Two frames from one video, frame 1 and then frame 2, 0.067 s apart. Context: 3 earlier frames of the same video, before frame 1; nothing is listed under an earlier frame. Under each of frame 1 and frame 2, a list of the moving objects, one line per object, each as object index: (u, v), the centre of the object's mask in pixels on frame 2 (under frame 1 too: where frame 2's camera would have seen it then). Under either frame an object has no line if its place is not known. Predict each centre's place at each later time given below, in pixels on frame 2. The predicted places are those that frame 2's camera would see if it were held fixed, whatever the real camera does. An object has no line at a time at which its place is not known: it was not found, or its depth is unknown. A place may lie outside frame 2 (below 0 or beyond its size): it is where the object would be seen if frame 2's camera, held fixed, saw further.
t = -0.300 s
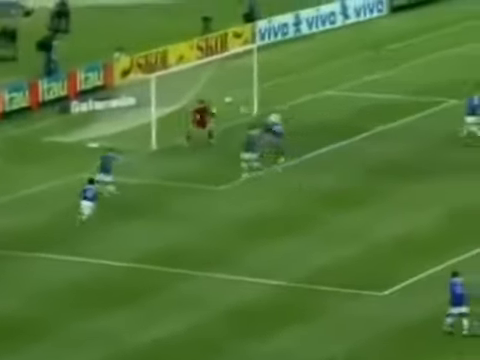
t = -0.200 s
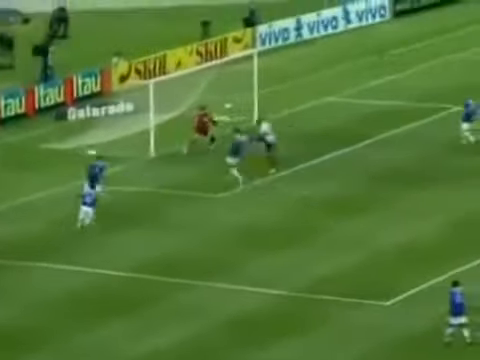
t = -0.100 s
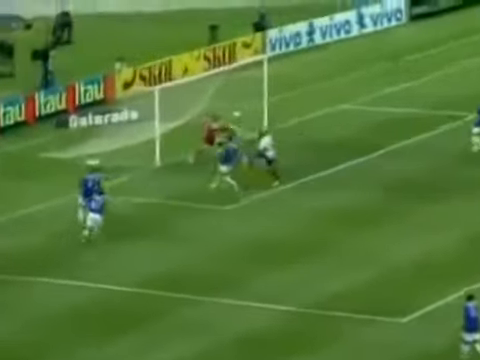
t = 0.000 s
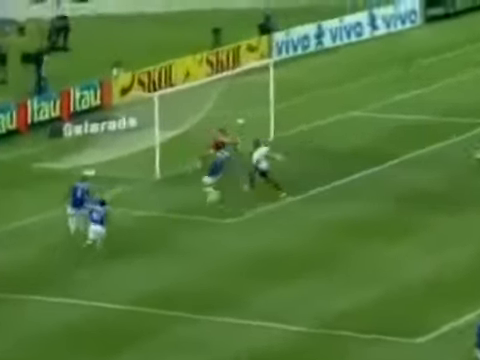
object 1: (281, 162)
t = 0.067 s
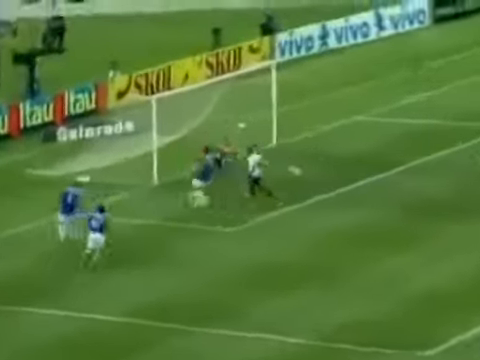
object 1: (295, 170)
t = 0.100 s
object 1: (302, 167)
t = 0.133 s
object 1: (309, 162)
